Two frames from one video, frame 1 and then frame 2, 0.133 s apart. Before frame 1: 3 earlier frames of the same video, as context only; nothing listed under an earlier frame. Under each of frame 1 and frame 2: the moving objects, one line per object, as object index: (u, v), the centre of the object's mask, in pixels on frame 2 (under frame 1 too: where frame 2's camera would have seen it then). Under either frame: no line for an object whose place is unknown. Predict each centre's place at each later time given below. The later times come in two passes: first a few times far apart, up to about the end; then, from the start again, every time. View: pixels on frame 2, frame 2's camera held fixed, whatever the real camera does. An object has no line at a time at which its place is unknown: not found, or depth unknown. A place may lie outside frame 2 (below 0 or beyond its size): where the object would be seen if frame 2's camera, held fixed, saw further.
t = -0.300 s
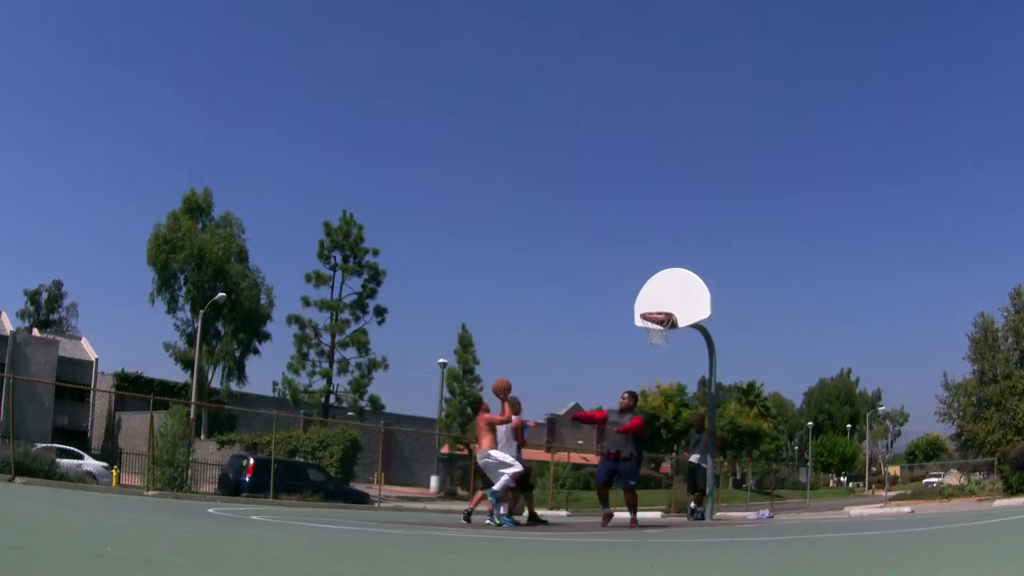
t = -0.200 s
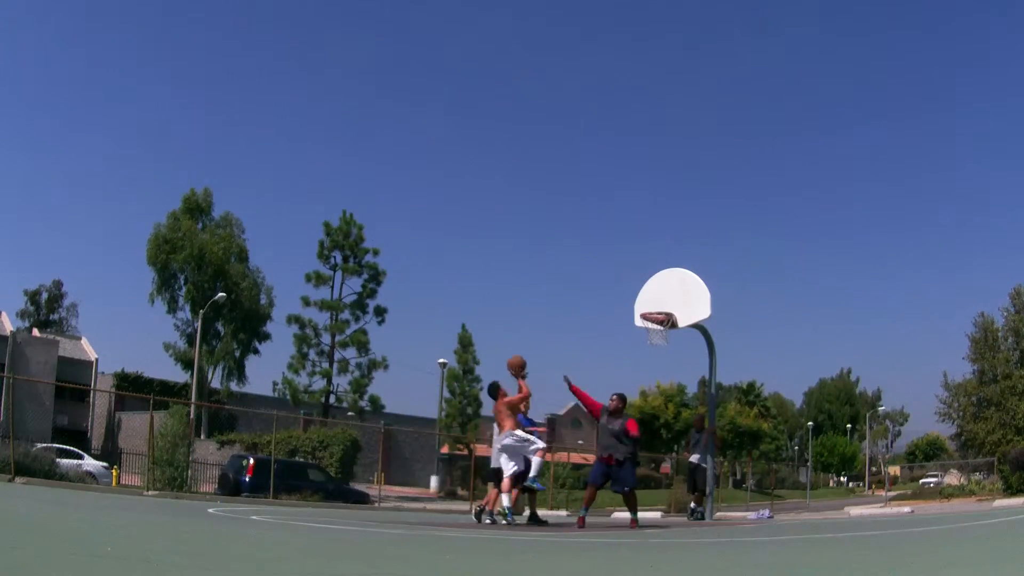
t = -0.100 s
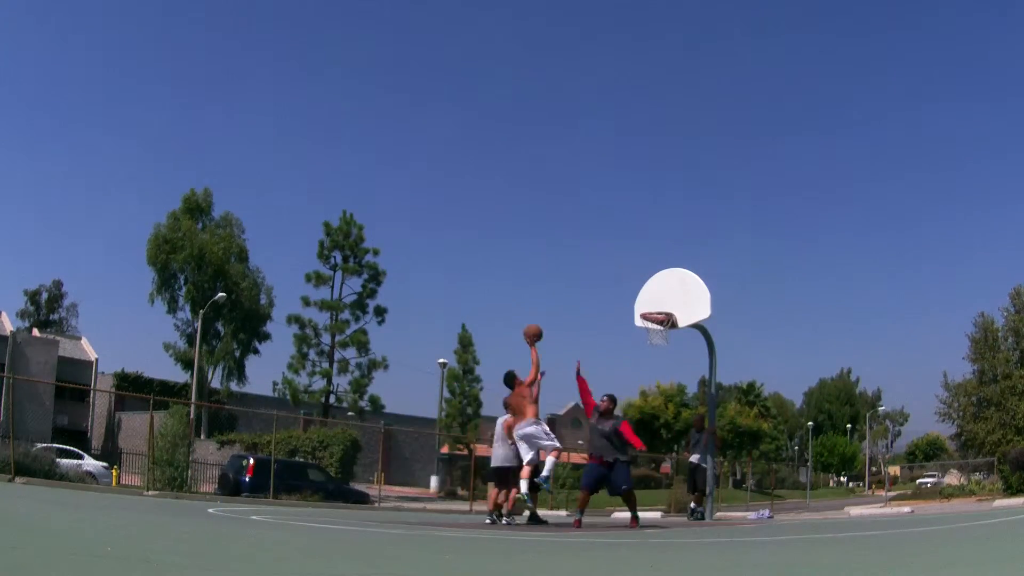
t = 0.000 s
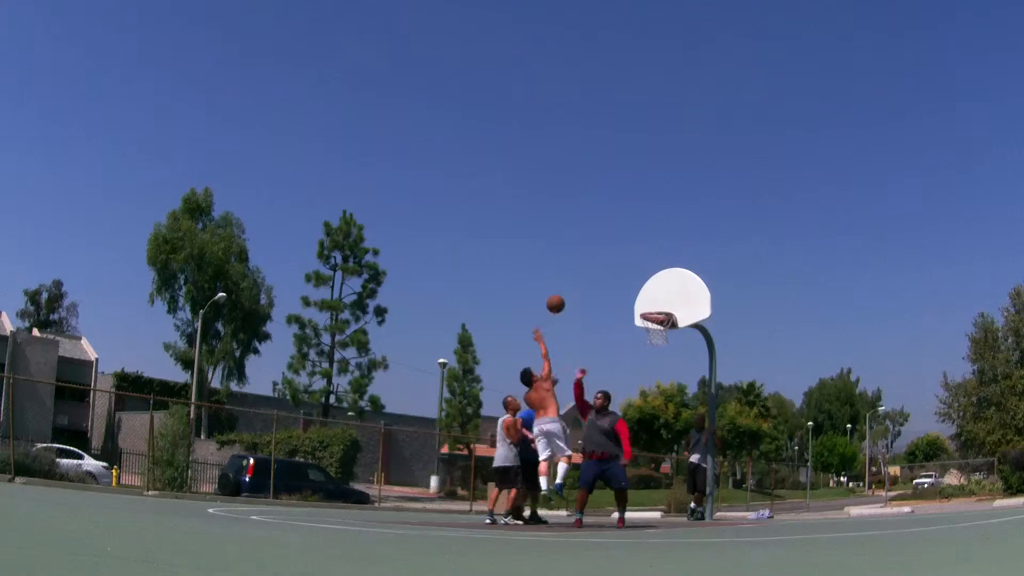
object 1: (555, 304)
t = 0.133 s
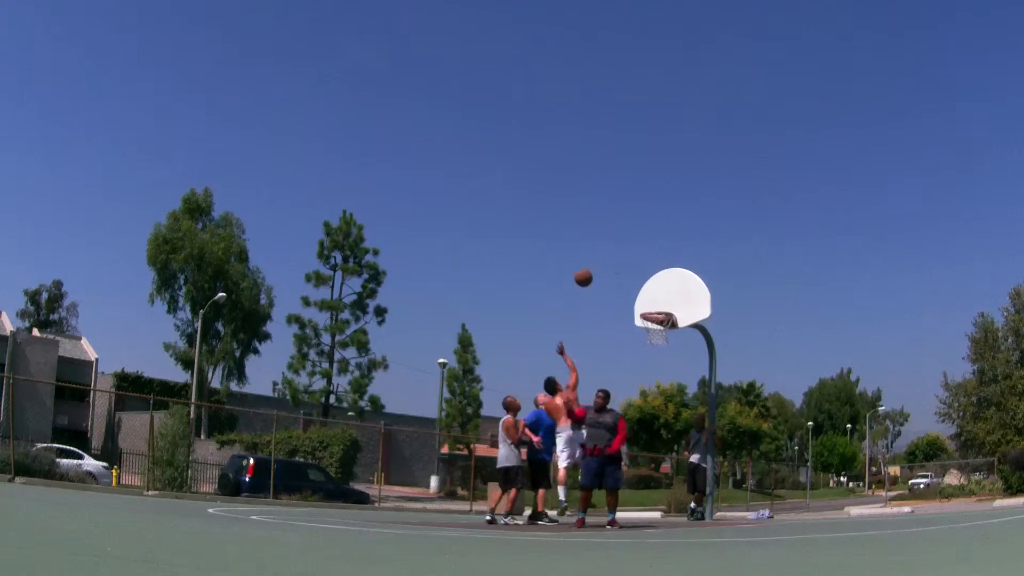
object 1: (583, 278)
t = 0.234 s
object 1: (603, 267)
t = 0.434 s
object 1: (640, 268)
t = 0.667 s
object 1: (676, 301)
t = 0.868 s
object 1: (662, 287)
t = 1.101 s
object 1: (644, 290)
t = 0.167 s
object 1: (590, 273)
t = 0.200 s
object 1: (597, 270)
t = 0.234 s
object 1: (603, 267)
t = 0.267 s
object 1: (609, 265)
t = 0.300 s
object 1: (615, 264)
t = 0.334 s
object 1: (622, 264)
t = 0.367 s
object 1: (628, 265)
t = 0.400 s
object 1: (634, 266)
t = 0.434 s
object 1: (640, 268)
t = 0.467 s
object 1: (646, 271)
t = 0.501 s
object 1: (651, 274)
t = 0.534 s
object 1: (657, 279)
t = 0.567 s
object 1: (663, 283)
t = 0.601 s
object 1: (668, 289)
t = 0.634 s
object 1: (674, 295)
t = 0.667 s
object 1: (676, 301)
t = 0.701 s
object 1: (674, 305)
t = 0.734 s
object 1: (671, 303)
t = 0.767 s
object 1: (669, 298)
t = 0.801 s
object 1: (667, 293)
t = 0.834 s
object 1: (664, 290)
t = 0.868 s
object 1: (662, 287)
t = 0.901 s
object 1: (659, 286)
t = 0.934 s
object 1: (657, 284)
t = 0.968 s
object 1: (654, 284)
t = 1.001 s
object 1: (652, 284)
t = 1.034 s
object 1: (649, 286)
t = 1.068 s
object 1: (646, 287)
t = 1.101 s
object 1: (644, 290)
